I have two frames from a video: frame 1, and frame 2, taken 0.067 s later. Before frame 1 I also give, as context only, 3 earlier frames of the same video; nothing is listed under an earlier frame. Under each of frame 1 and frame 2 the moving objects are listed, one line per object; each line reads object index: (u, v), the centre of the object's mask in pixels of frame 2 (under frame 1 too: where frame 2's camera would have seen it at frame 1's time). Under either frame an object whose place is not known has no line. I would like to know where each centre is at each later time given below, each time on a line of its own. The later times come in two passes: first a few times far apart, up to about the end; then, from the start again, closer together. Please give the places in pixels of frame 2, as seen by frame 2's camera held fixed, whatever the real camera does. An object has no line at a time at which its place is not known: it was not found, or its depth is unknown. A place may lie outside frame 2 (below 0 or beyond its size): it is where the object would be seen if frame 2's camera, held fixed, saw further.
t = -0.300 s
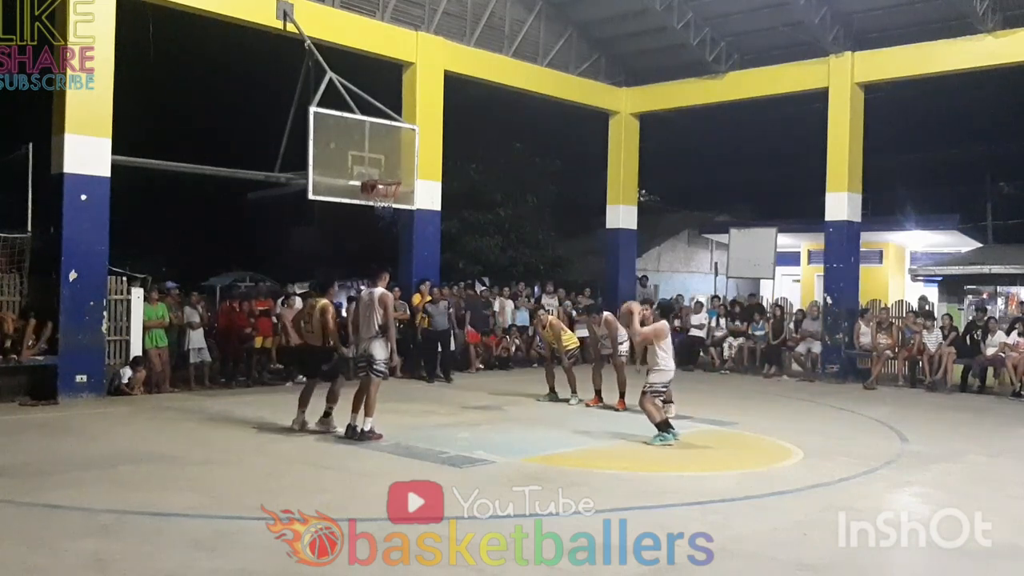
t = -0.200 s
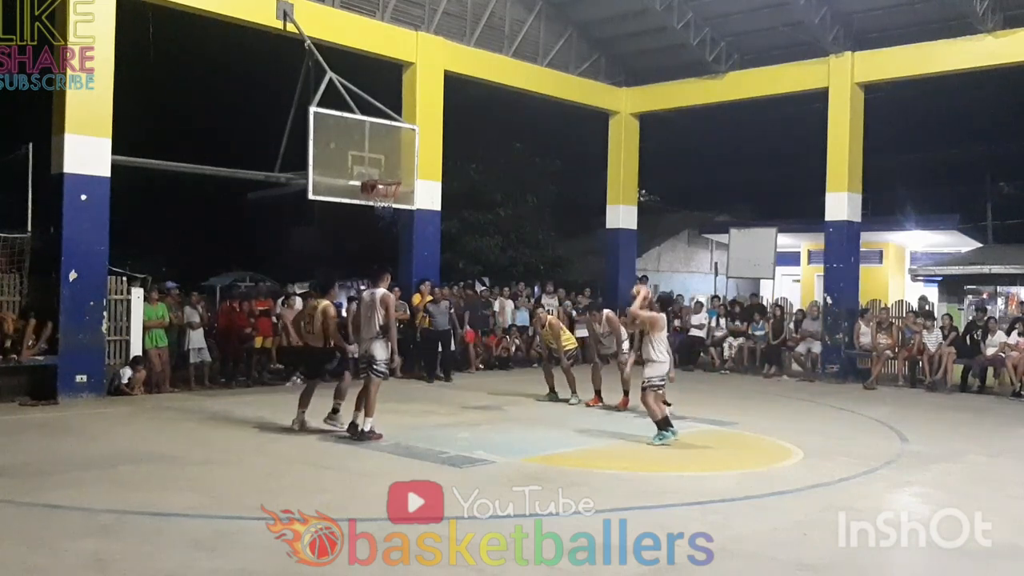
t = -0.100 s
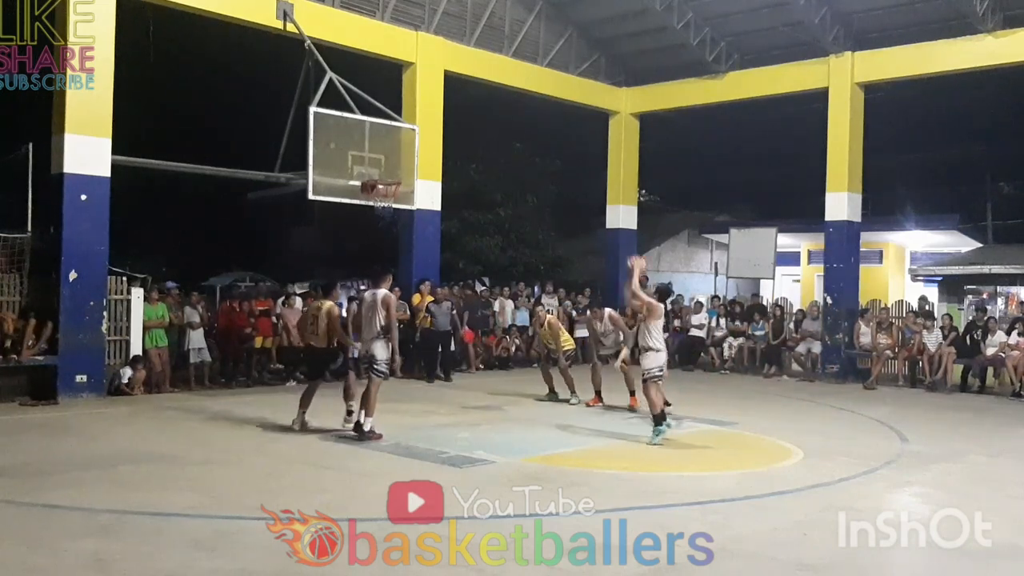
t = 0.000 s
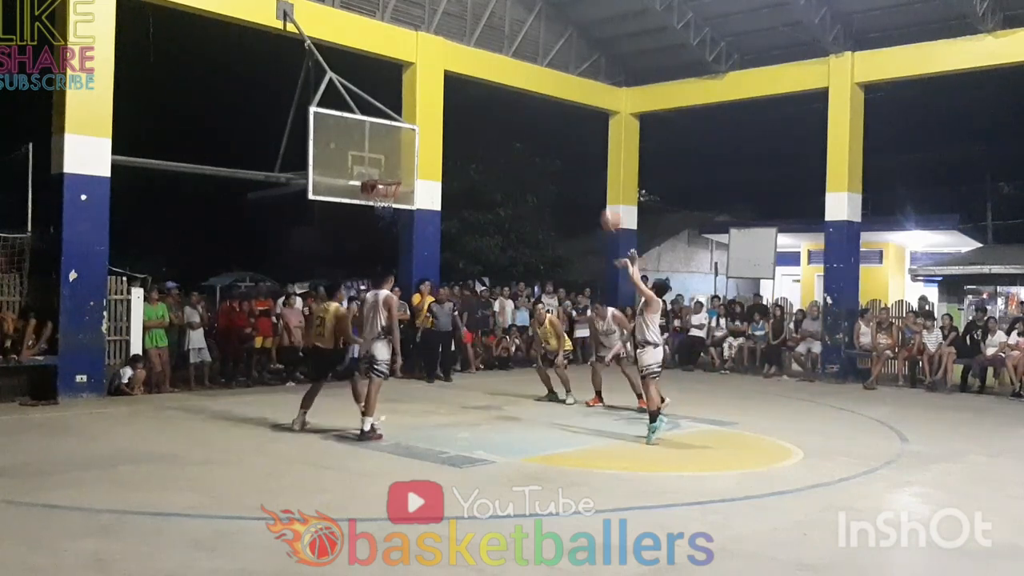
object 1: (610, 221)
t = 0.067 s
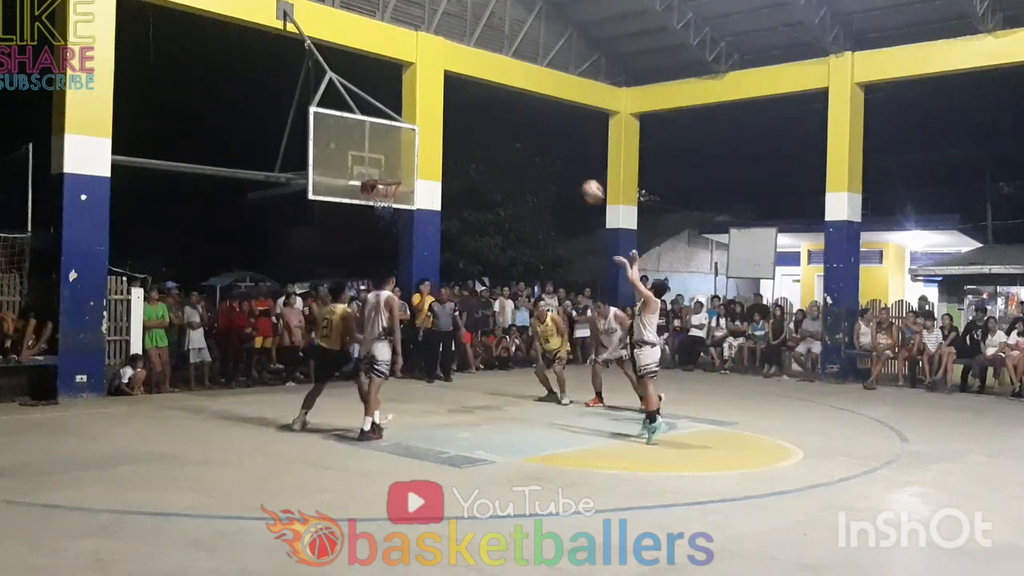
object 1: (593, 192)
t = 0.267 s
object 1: (538, 133)
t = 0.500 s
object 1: (481, 109)
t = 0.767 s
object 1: (422, 134)
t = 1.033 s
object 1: (371, 193)
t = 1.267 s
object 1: (385, 206)
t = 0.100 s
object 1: (584, 179)
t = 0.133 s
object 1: (574, 168)
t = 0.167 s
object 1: (565, 158)
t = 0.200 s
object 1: (556, 149)
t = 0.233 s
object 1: (547, 141)
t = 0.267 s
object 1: (538, 133)
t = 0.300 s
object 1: (530, 127)
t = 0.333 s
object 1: (521, 122)
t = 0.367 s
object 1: (513, 117)
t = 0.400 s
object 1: (505, 114)
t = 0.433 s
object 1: (497, 111)
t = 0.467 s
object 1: (489, 109)
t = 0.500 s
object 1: (481, 109)
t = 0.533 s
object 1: (474, 109)
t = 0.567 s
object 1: (466, 110)
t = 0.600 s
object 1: (458, 112)
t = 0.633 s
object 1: (452, 115)
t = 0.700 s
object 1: (437, 124)
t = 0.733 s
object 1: (429, 129)
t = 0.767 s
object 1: (422, 134)
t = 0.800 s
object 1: (414, 141)
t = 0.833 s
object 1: (407, 148)
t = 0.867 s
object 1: (400, 157)
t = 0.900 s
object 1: (393, 165)
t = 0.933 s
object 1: (386, 173)
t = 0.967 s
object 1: (378, 184)
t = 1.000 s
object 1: (371, 191)
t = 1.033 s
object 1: (371, 193)
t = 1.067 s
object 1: (372, 194)
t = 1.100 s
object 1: (374, 196)
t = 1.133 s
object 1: (377, 196)
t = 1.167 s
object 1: (377, 199)
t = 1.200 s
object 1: (381, 202)
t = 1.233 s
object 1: (380, 199)
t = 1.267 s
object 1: (385, 206)
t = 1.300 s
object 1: (387, 211)
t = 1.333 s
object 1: (389, 213)
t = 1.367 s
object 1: (390, 215)
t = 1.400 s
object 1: (390, 216)
